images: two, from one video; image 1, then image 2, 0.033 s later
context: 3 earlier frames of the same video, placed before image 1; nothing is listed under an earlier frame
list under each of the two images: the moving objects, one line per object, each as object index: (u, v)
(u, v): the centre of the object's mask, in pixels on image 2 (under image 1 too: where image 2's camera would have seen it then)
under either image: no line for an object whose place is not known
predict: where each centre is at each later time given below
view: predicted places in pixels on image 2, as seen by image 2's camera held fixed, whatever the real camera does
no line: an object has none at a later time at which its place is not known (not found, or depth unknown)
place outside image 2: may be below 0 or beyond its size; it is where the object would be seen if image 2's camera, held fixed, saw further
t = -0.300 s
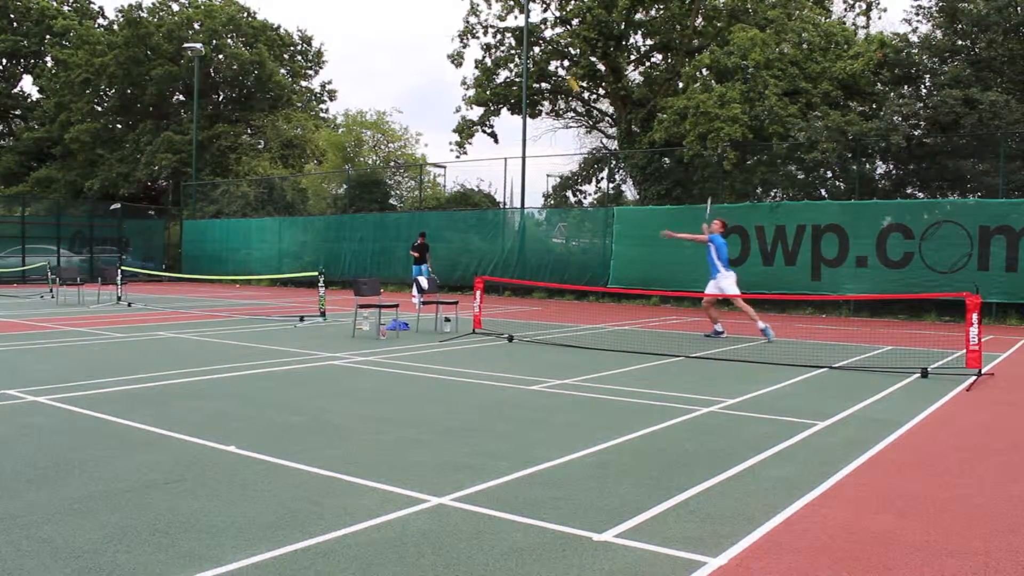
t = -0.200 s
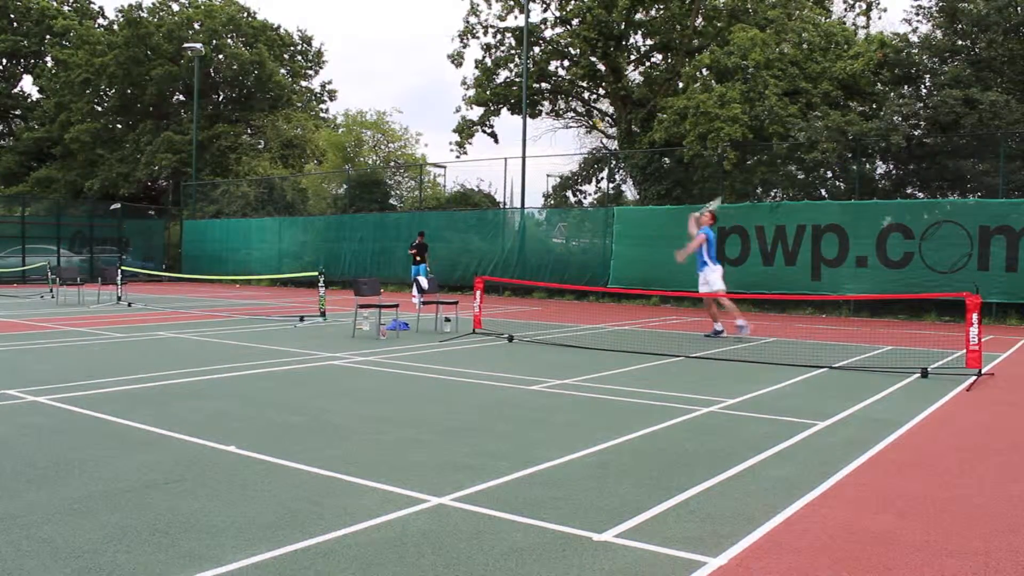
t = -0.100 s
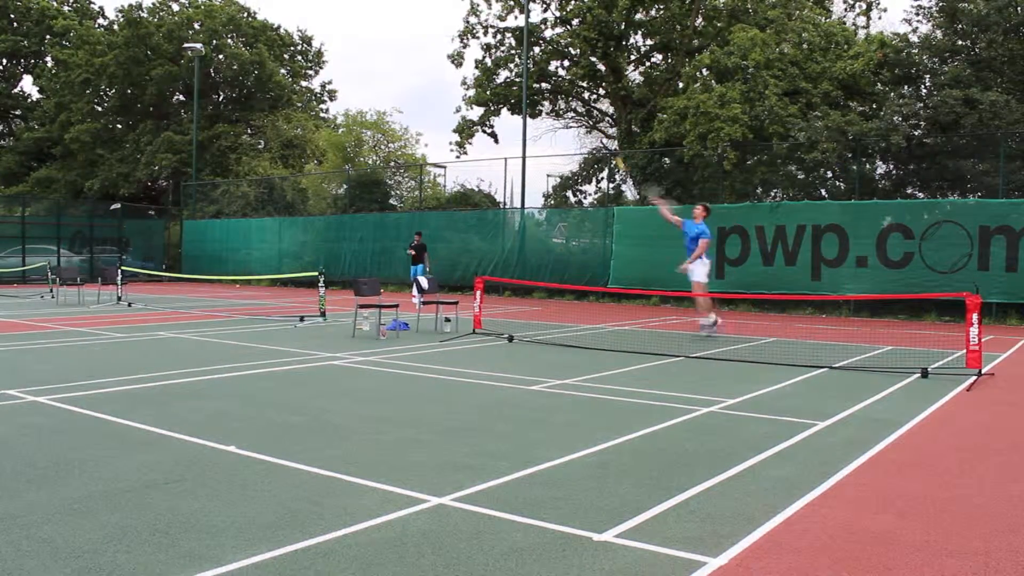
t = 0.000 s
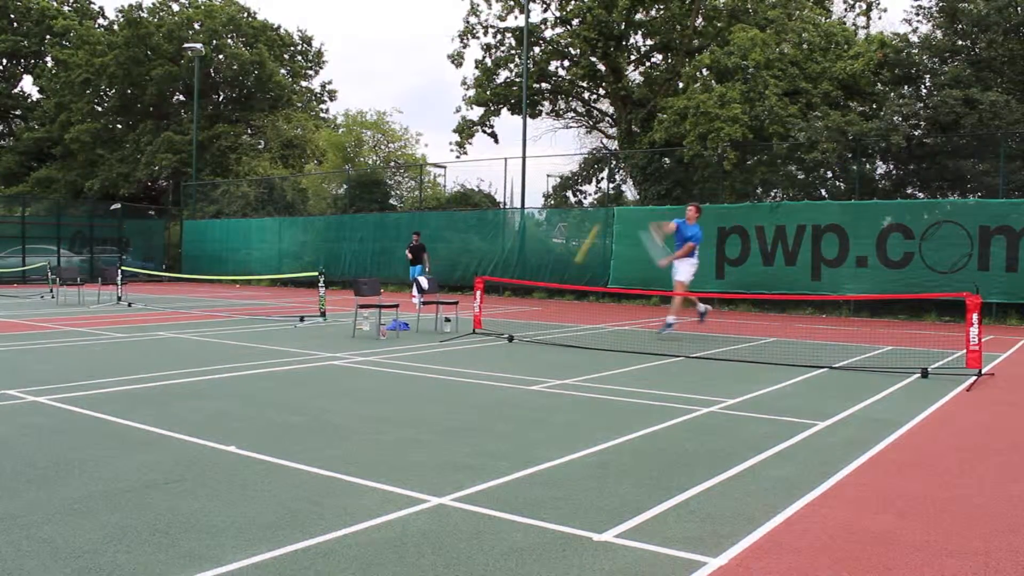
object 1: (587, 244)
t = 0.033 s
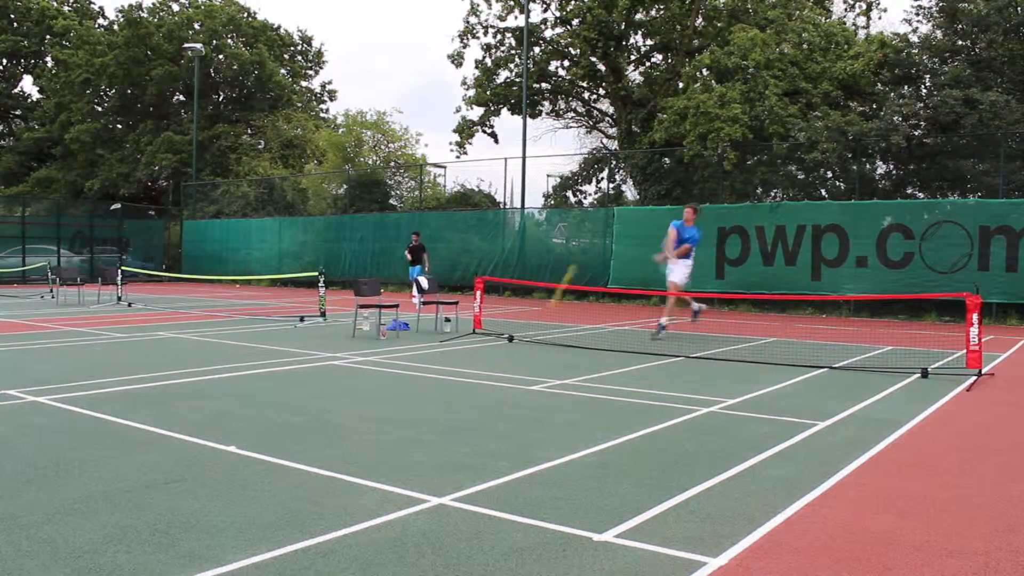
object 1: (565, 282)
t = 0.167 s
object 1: (458, 331)
